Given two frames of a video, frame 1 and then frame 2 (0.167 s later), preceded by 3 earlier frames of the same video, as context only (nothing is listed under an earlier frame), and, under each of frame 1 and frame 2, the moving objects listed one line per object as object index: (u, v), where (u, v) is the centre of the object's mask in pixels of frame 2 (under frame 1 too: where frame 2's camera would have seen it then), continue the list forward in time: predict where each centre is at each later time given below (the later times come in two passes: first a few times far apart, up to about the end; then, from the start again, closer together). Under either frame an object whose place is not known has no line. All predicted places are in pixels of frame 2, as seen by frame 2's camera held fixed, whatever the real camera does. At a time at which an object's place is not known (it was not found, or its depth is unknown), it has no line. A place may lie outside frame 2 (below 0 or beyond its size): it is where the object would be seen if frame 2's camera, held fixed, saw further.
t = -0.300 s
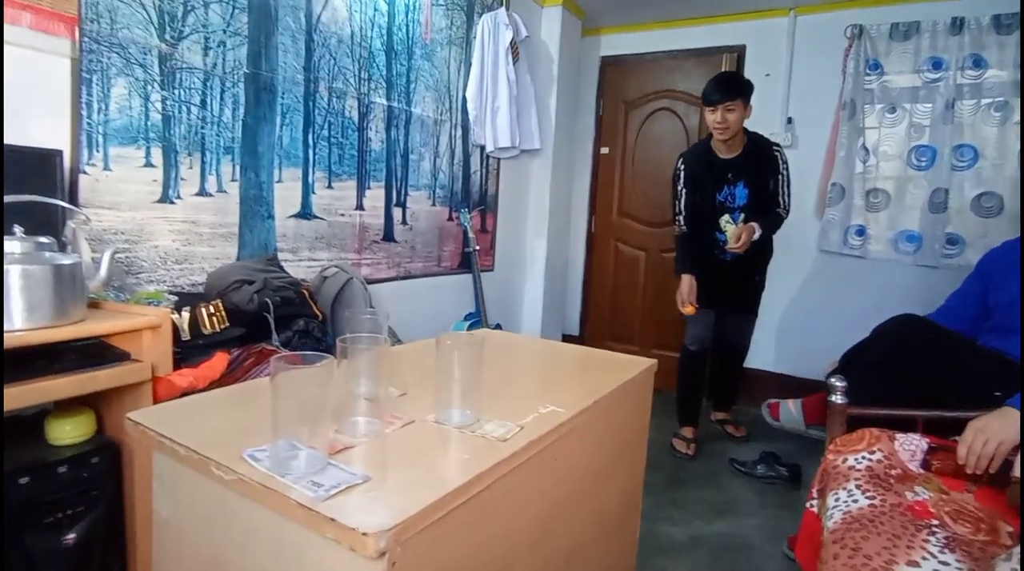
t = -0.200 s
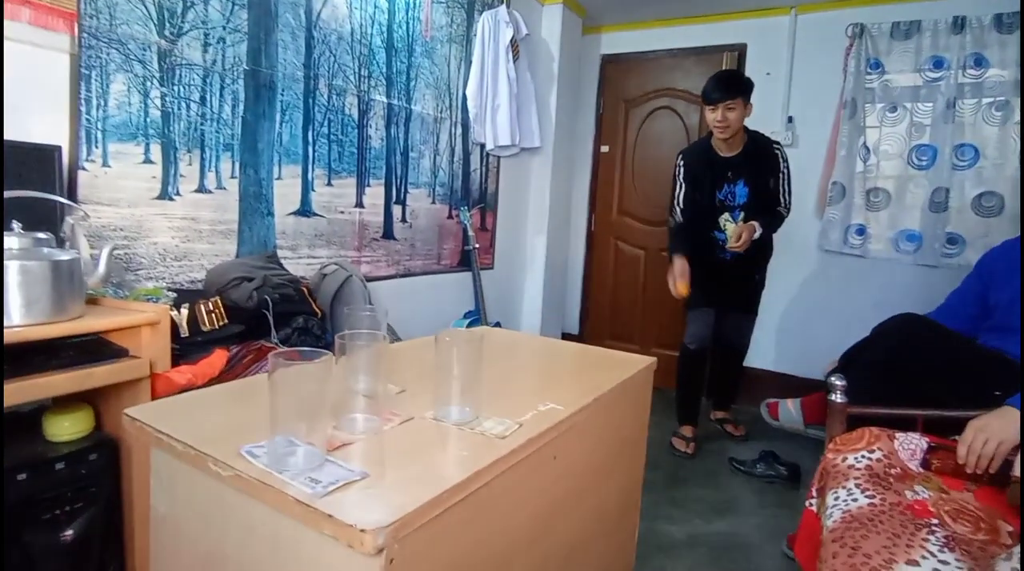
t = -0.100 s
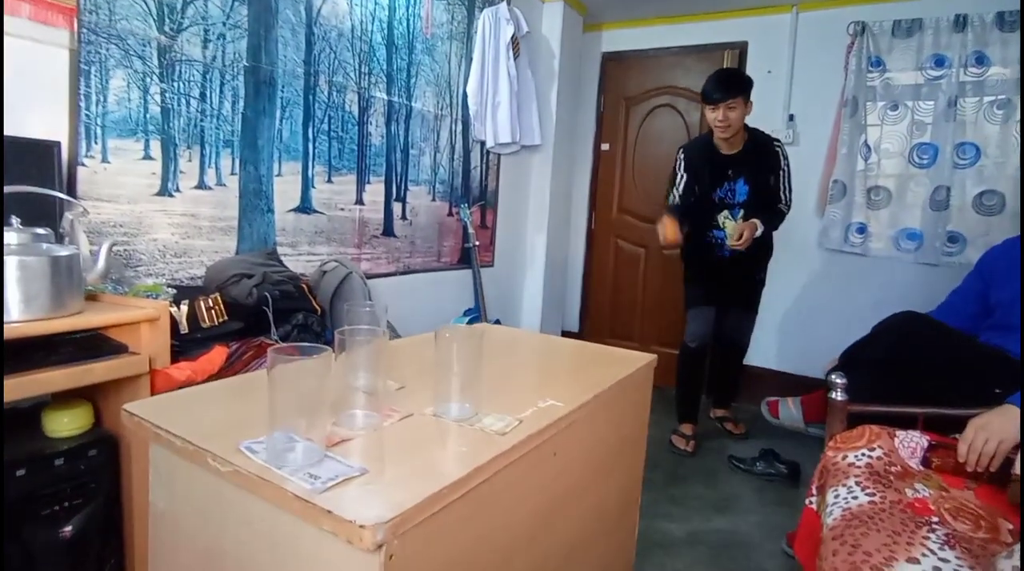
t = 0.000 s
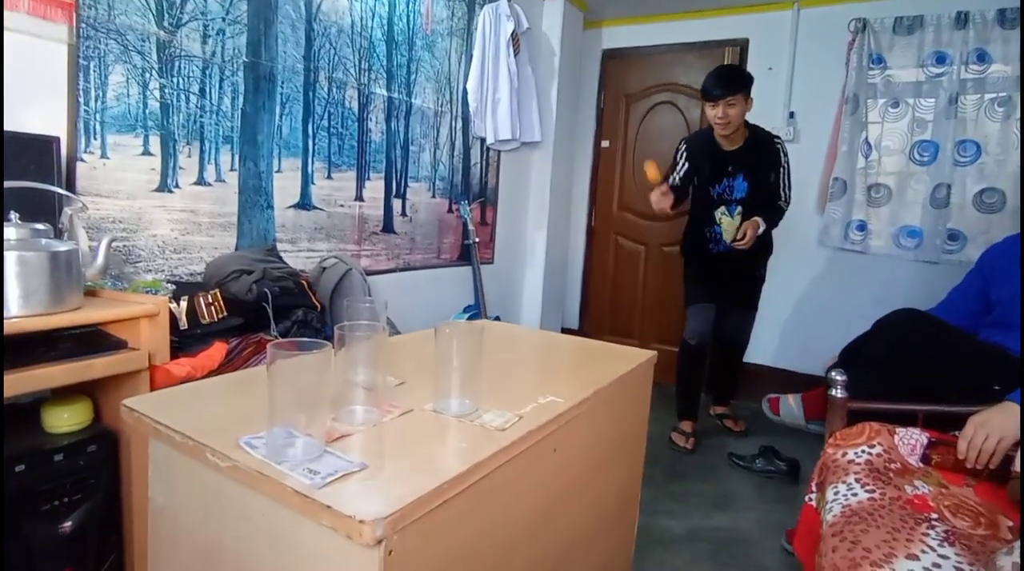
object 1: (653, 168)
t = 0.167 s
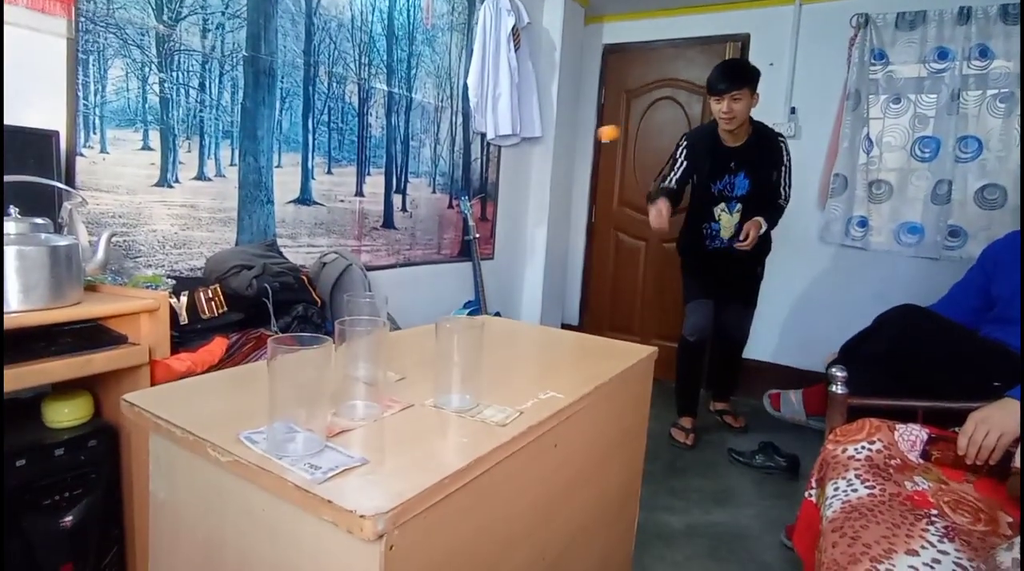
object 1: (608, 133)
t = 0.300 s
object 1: (555, 181)
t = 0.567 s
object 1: (438, 183)
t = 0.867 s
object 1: (275, 208)
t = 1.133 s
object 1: (36, 162)
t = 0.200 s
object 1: (598, 137)
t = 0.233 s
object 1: (583, 147)
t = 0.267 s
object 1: (568, 162)
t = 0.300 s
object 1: (555, 181)
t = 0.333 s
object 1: (536, 210)
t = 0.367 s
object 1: (515, 248)
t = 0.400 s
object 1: (495, 291)
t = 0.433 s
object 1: (474, 308)
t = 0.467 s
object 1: (467, 280)
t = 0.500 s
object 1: (457, 243)
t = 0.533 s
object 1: (449, 213)
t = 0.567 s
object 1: (438, 183)
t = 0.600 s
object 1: (425, 158)
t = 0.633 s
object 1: (412, 139)
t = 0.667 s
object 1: (398, 126)
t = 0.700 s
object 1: (381, 119)
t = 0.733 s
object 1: (364, 118)
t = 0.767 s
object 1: (346, 125)
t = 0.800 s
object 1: (324, 141)
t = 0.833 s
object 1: (302, 167)
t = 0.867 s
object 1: (275, 208)
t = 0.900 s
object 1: (249, 259)
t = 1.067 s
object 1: (106, 242)
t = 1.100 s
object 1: (68, 195)
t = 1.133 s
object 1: (36, 162)
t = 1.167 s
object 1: (18, 144)
